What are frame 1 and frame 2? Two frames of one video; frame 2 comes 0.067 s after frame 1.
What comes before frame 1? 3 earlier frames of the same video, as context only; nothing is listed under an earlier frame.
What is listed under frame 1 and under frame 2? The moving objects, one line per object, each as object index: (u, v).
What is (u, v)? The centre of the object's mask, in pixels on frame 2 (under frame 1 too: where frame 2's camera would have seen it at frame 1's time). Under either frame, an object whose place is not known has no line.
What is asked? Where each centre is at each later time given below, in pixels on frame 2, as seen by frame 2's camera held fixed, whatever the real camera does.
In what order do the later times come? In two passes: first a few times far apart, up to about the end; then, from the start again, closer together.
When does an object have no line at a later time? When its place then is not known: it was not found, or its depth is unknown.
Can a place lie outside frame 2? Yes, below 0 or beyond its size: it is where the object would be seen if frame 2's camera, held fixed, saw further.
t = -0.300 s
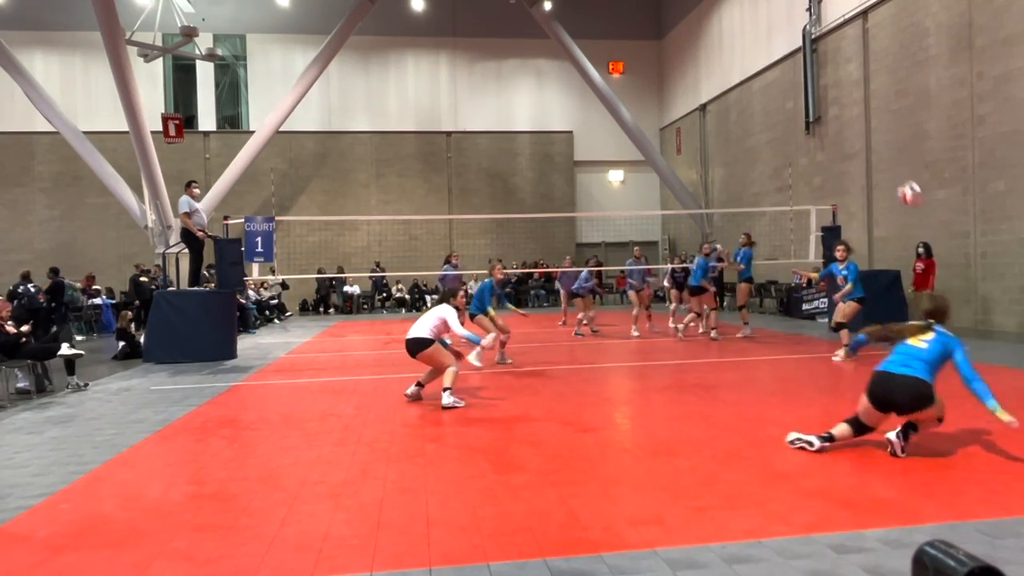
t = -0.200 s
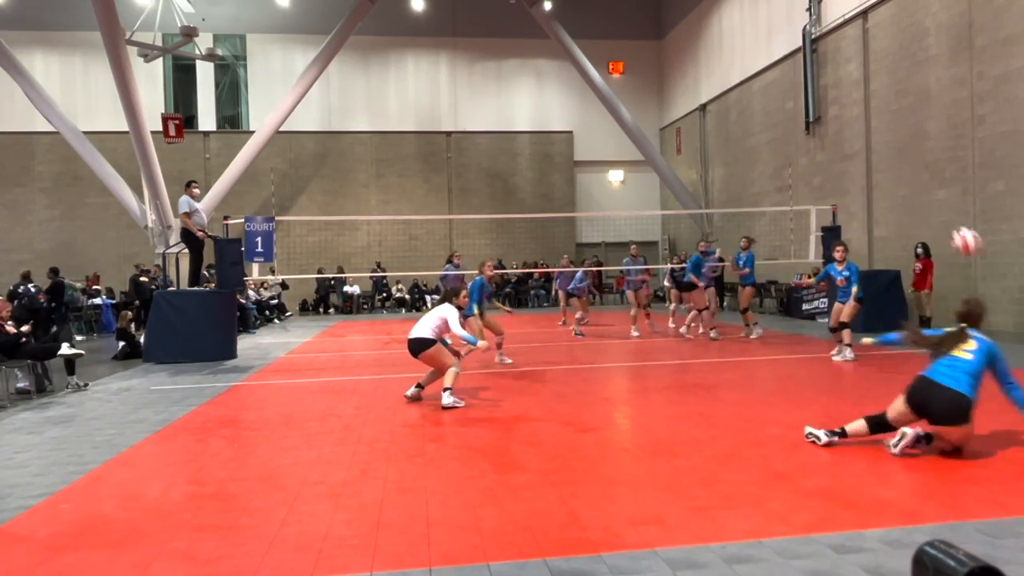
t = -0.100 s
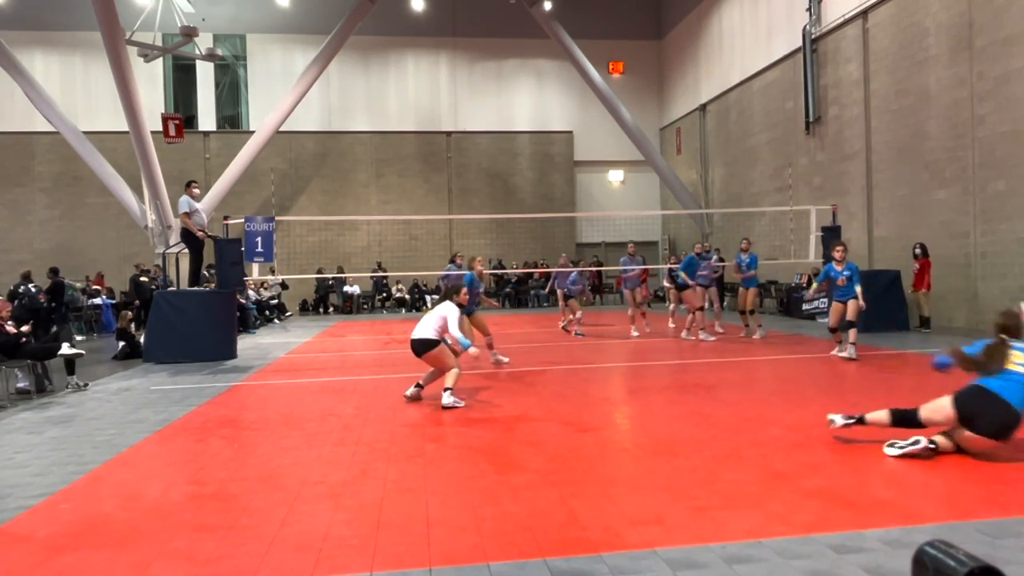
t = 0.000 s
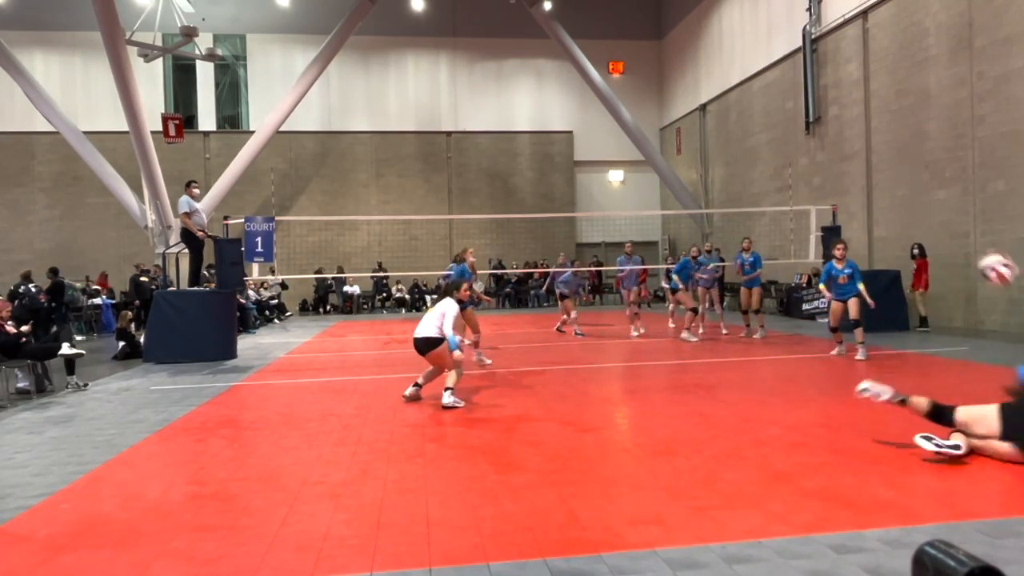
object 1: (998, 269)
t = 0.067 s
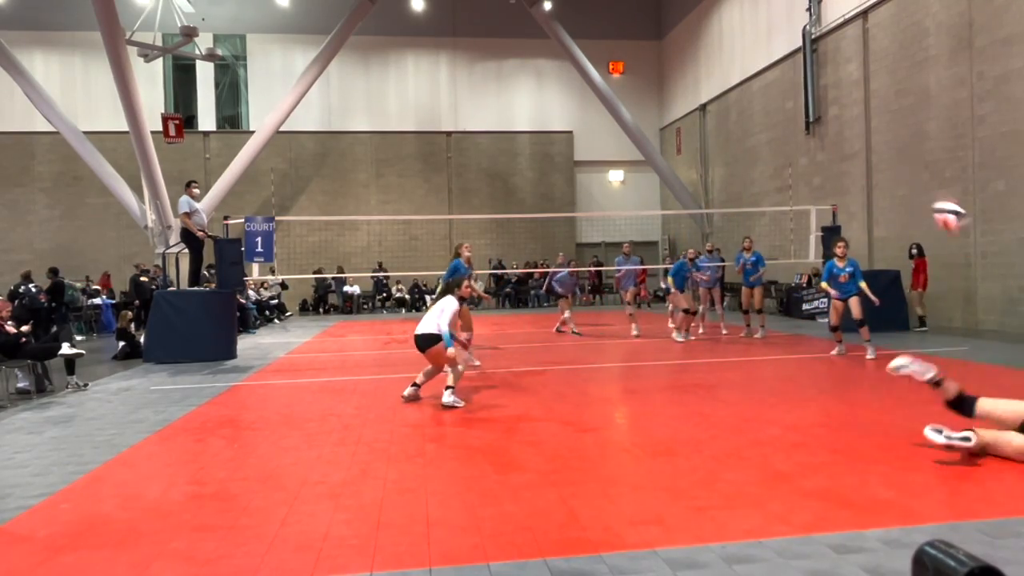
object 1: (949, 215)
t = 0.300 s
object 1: (797, 87)
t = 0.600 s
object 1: (623, 41)
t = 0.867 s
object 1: (487, 97)
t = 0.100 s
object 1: (927, 190)
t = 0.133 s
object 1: (904, 169)
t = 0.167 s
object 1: (881, 149)
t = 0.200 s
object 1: (860, 132)
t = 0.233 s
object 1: (838, 114)
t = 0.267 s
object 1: (817, 100)
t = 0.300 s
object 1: (797, 87)
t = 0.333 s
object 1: (777, 76)
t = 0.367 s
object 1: (755, 67)
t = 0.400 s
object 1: (735, 58)
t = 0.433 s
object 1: (715, 52)
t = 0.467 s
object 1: (696, 46)
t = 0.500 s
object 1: (676, 43)
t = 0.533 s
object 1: (659, 41)
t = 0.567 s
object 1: (640, 40)
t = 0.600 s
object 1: (623, 41)
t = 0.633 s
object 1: (603, 42)
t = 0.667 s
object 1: (587, 47)
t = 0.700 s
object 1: (569, 52)
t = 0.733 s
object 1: (553, 59)
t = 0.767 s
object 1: (536, 66)
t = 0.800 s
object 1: (519, 75)
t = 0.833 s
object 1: (504, 86)
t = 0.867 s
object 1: (487, 97)
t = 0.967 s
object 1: (441, 139)
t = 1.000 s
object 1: (427, 154)
